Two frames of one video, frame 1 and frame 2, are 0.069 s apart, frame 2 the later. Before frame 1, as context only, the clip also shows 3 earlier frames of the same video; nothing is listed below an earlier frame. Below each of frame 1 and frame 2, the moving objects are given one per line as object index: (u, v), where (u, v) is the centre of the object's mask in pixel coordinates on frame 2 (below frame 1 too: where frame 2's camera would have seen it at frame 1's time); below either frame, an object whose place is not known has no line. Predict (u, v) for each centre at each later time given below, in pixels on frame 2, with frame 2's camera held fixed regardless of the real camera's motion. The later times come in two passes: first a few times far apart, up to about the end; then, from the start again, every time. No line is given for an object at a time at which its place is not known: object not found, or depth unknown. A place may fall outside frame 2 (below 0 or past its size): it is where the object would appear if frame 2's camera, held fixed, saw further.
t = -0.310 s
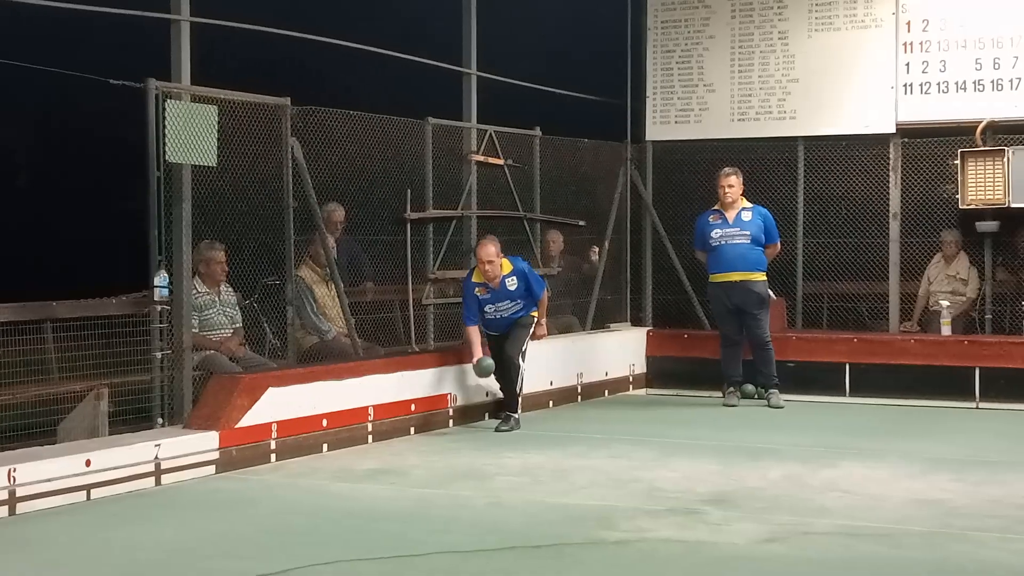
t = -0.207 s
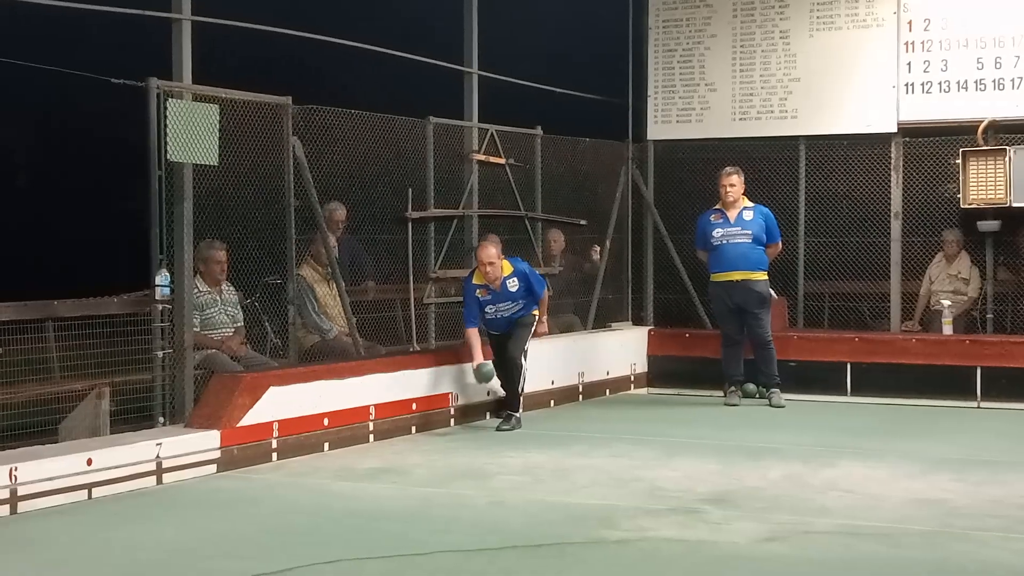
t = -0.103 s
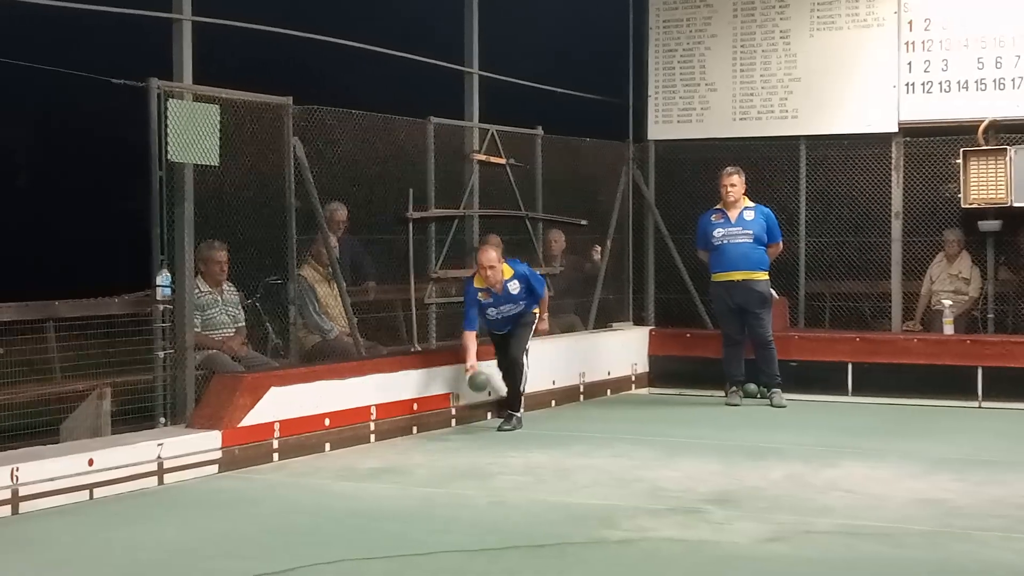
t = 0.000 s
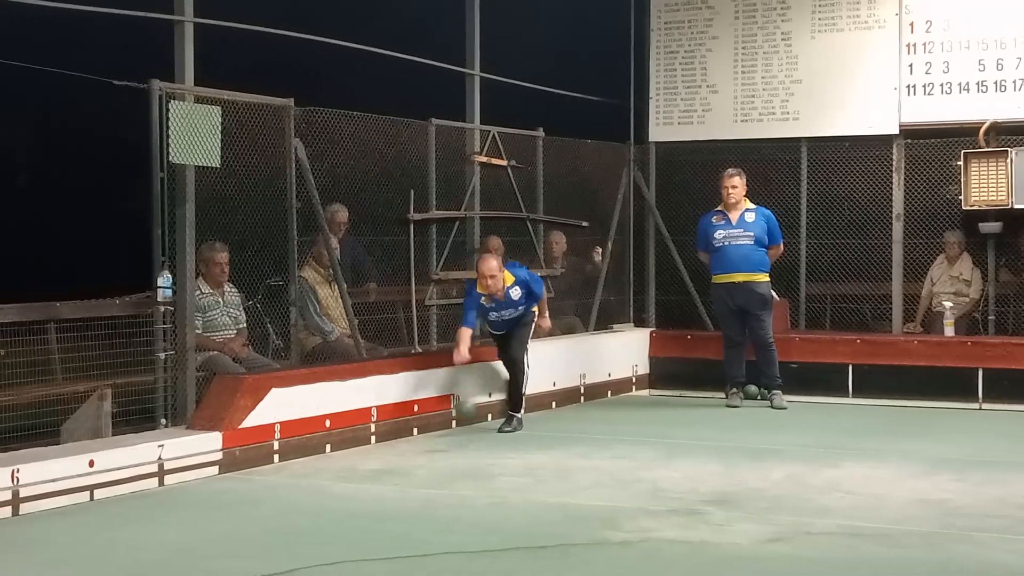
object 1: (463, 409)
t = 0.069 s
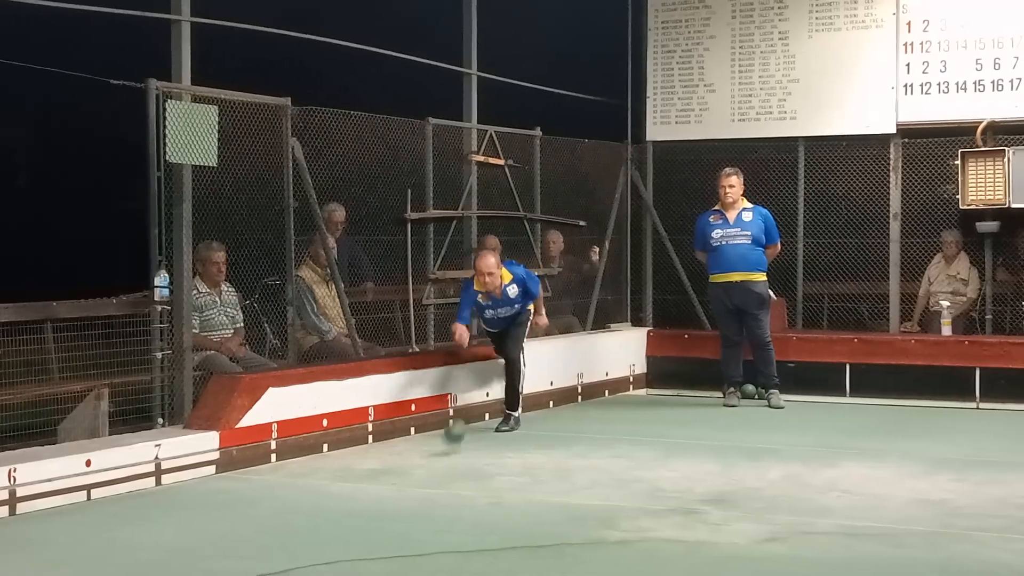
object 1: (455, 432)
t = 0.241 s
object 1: (443, 446)
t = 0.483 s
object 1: (426, 466)
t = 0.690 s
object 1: (410, 479)
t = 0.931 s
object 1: (390, 496)
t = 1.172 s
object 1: (367, 516)
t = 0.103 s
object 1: (450, 444)
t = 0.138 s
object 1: (448, 442)
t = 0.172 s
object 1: (446, 442)
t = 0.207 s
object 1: (445, 443)
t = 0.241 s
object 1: (443, 446)
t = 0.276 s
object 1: (441, 452)
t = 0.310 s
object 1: (439, 454)
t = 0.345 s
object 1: (436, 456)
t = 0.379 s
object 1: (434, 460)
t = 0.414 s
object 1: (431, 461)
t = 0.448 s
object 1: (429, 463)
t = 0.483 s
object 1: (426, 466)
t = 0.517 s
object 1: (424, 468)
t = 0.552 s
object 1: (421, 470)
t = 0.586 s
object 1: (419, 472)
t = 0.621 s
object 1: (416, 474)
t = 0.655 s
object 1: (413, 477)
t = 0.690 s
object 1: (410, 479)
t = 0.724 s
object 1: (408, 481)
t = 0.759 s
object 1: (405, 484)
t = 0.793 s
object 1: (402, 486)
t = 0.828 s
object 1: (399, 489)
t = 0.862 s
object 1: (396, 491)
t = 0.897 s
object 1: (393, 494)
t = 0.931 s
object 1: (390, 496)
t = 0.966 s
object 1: (387, 499)
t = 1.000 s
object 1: (384, 502)
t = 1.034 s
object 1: (381, 504)
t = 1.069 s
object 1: (377, 507)
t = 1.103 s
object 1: (374, 510)
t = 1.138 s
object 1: (371, 513)
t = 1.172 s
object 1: (367, 516)
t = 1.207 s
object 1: (364, 519)
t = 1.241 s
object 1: (360, 522)
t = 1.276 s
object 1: (356, 525)
